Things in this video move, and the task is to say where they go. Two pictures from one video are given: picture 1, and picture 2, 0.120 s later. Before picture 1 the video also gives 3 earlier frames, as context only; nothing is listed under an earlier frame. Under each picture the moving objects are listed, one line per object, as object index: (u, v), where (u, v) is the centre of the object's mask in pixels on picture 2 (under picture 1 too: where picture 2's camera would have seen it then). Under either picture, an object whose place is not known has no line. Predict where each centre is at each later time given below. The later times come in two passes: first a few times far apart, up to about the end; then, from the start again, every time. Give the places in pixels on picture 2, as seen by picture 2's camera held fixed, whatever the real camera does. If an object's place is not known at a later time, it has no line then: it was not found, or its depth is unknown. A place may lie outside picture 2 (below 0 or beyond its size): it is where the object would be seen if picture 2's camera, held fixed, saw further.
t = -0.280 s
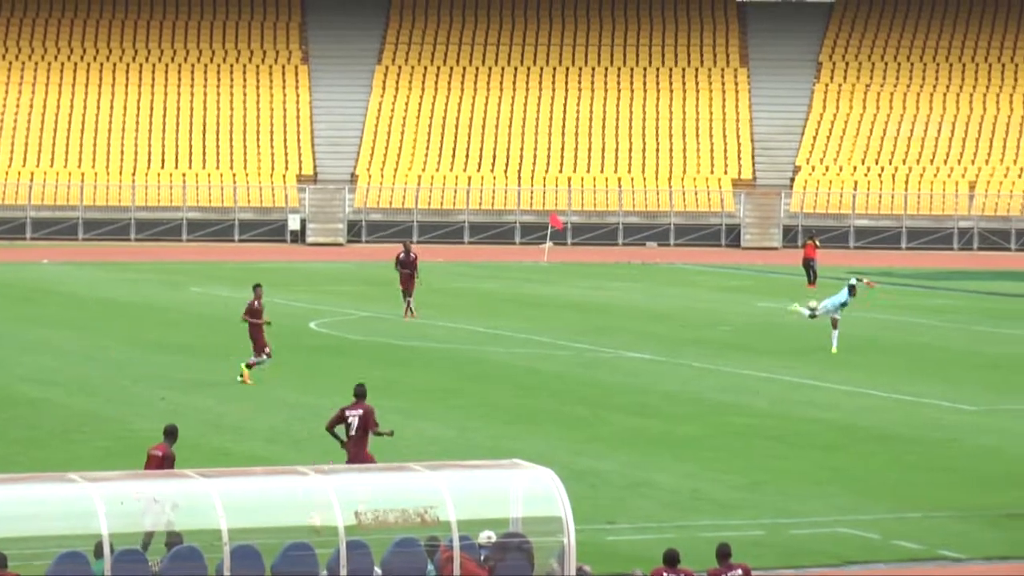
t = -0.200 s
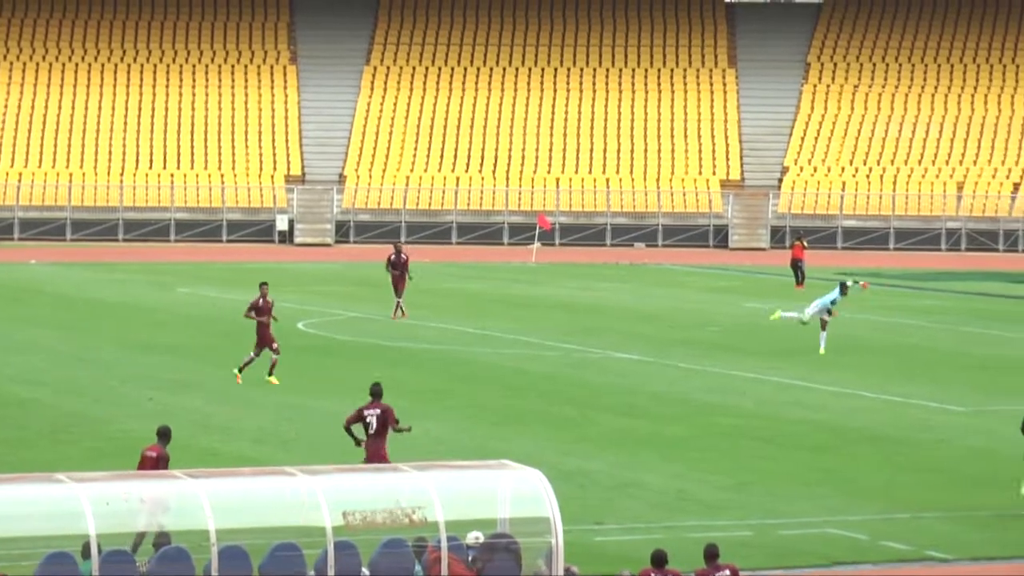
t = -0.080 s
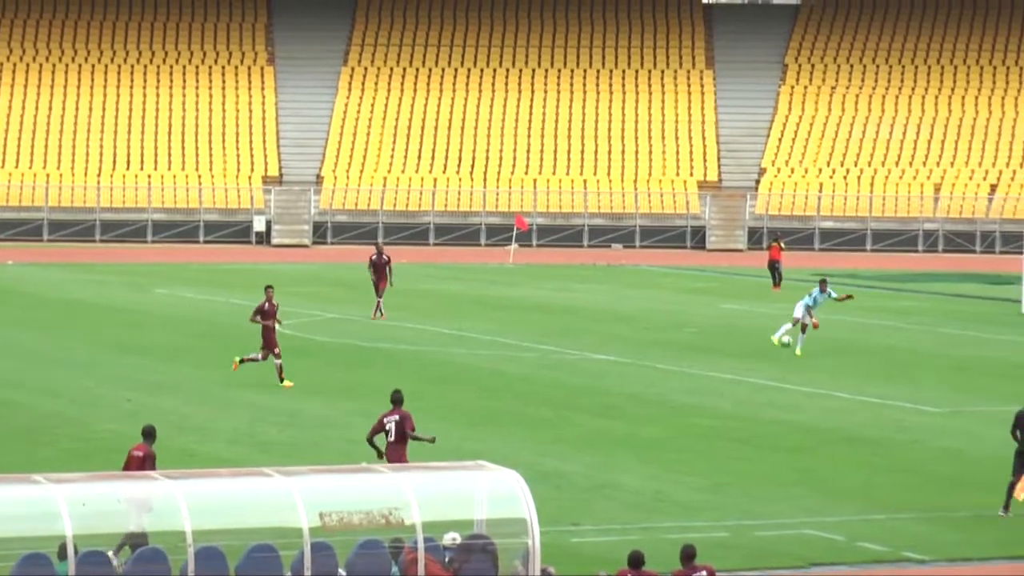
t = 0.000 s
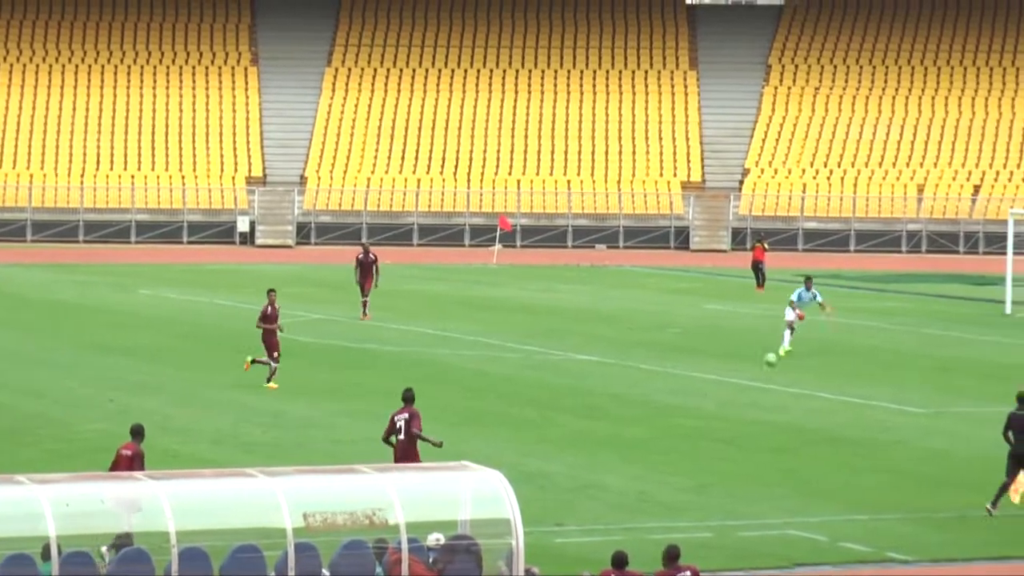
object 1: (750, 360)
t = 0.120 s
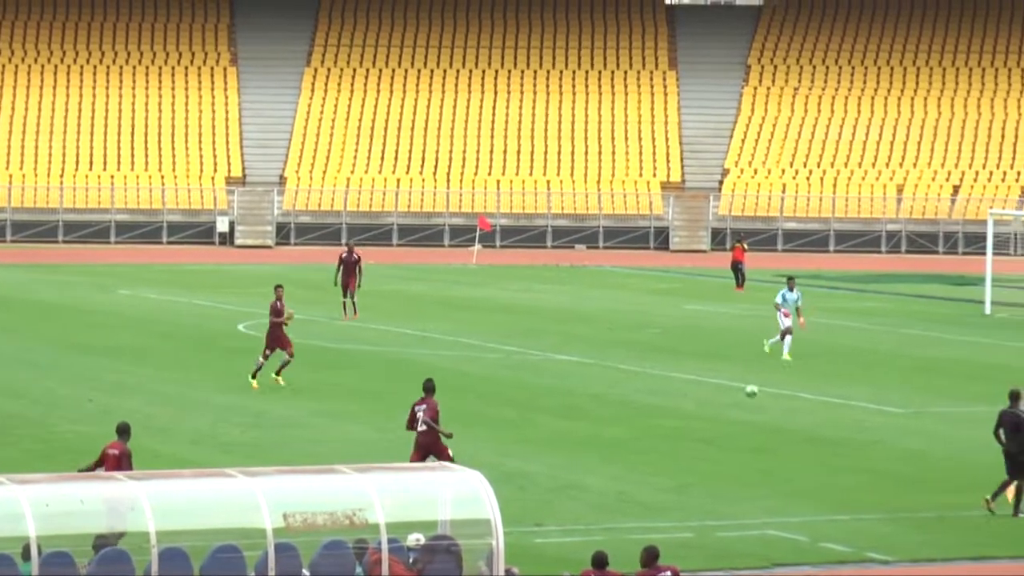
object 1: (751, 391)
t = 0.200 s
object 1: (749, 414)
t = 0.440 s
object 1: (737, 403)
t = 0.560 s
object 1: (730, 414)
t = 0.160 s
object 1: (751, 403)
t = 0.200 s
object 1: (749, 414)
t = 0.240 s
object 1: (748, 411)
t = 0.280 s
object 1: (746, 407)
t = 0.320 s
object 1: (744, 404)
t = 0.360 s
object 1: (741, 403)
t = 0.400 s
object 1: (740, 403)
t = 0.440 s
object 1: (737, 403)
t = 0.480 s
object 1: (735, 406)
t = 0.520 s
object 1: (732, 409)
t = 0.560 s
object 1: (730, 414)
